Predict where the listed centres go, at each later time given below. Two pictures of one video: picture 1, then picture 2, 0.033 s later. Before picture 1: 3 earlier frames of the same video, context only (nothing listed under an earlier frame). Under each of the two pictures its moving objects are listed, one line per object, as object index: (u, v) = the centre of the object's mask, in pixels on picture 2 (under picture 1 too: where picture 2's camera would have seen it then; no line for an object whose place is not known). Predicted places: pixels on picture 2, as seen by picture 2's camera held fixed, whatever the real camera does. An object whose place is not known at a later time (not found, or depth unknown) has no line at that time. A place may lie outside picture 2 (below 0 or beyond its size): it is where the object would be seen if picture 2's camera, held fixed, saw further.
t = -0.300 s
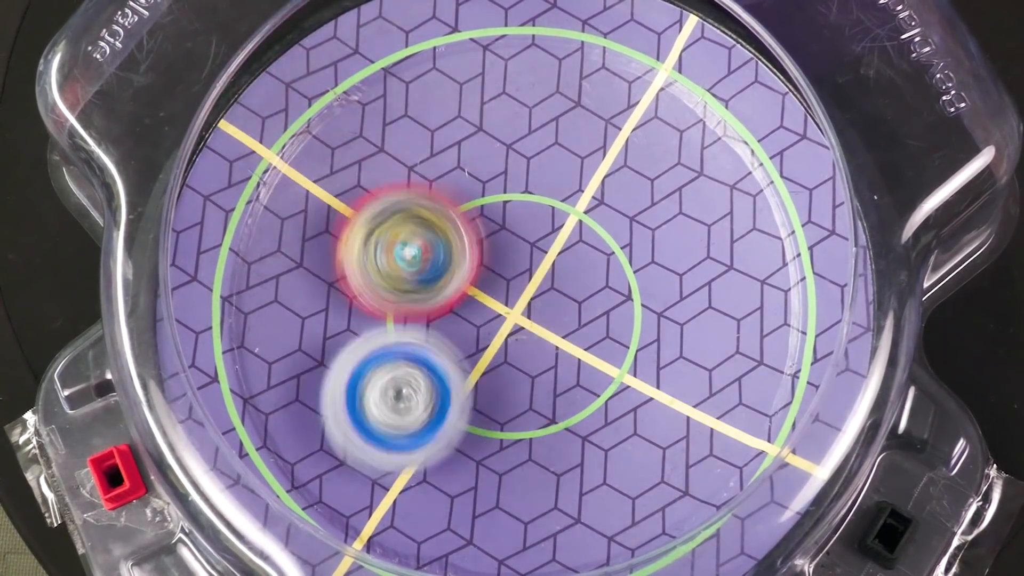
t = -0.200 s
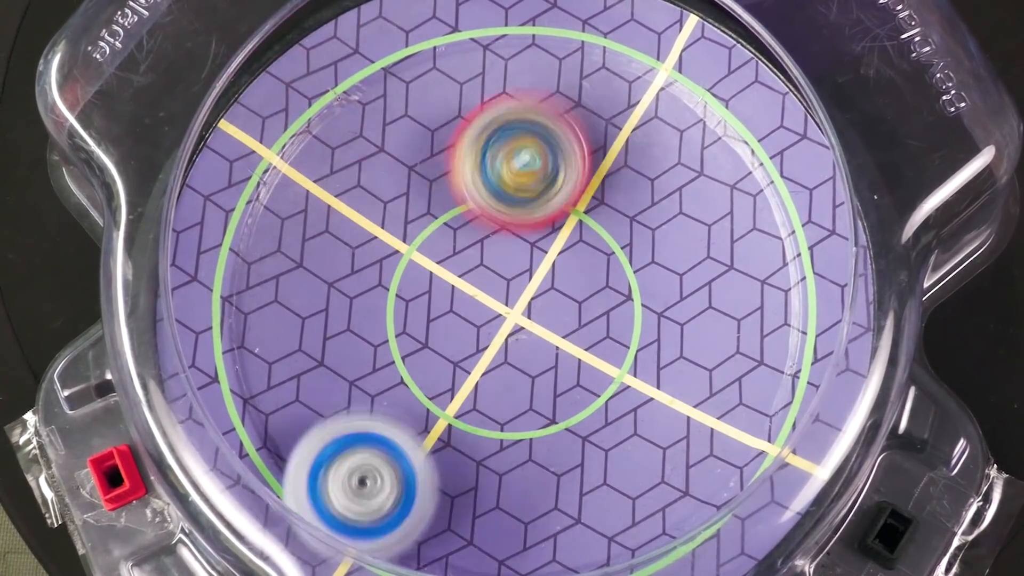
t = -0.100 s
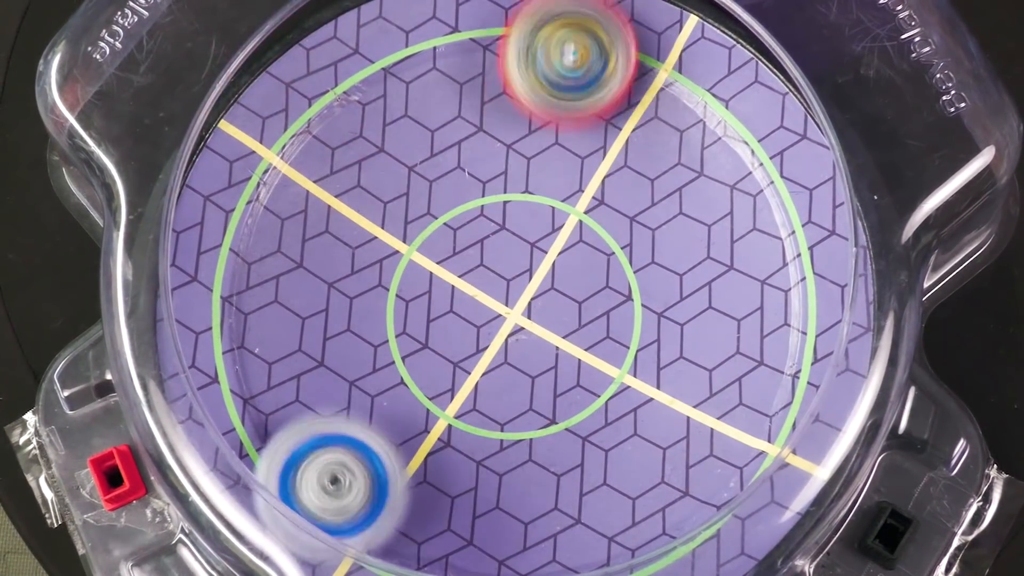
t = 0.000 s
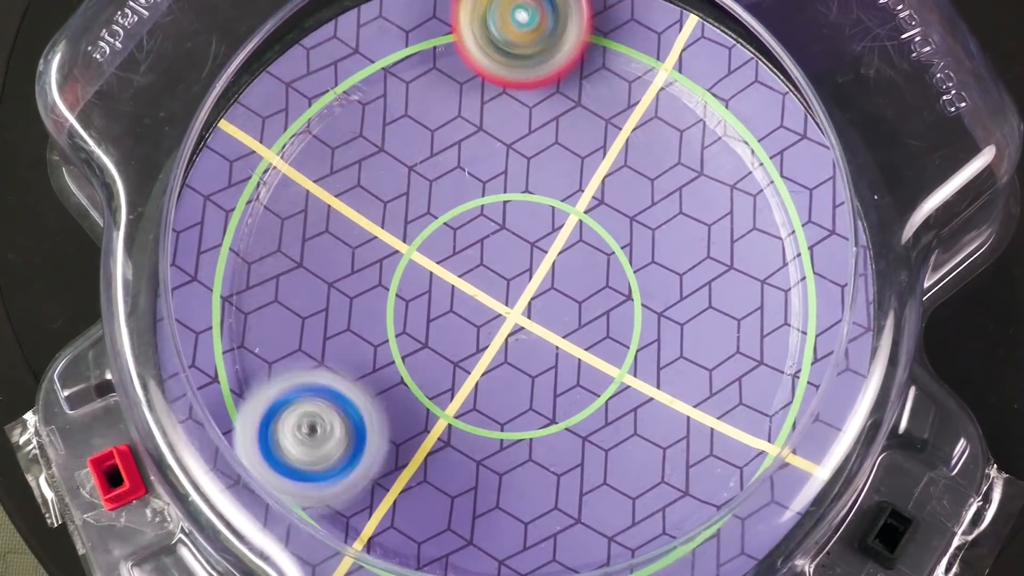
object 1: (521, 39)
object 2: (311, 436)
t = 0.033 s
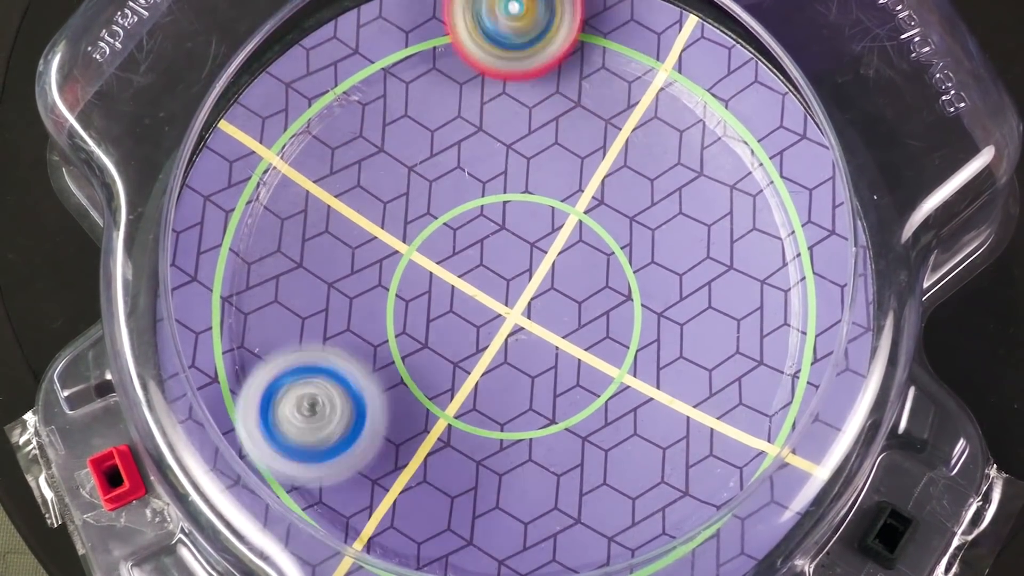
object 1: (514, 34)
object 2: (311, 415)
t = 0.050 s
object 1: (513, 32)
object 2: (313, 404)
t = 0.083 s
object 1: (518, 28)
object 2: (324, 380)
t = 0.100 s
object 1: (522, 26)
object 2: (334, 368)
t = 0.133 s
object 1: (530, 26)
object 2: (354, 348)
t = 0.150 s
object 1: (535, 28)
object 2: (366, 339)
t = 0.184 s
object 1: (544, 31)
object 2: (393, 322)
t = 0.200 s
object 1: (549, 32)
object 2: (407, 315)
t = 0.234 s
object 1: (559, 35)
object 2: (435, 303)
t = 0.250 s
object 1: (564, 37)
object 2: (450, 299)
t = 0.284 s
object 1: (573, 40)
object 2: (480, 292)
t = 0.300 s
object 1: (576, 43)
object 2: (493, 289)
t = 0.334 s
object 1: (579, 47)
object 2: (523, 287)
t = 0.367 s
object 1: (575, 55)
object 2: (550, 286)
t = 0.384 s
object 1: (570, 60)
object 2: (560, 287)
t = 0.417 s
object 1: (558, 77)
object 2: (586, 290)
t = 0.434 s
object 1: (554, 89)
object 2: (598, 291)
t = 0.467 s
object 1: (550, 119)
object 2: (617, 296)
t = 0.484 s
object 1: (552, 134)
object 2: (628, 299)
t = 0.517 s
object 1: (560, 167)
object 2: (647, 306)
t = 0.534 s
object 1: (567, 184)
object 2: (656, 310)
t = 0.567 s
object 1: (580, 206)
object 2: (679, 326)
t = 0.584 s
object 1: (587, 212)
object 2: (693, 336)
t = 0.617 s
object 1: (602, 224)
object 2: (711, 350)
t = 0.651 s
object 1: (624, 231)
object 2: (724, 367)
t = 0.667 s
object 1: (634, 232)
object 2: (727, 375)
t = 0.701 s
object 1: (655, 230)
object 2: (734, 390)
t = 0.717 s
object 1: (665, 228)
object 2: (736, 399)
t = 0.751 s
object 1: (682, 218)
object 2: (738, 416)
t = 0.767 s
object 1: (689, 211)
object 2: (737, 423)
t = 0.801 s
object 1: (697, 195)
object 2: (732, 439)
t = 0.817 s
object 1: (698, 185)
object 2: (729, 446)
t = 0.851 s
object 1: (692, 169)
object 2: (714, 457)
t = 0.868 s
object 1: (687, 162)
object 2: (705, 462)
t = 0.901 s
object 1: (665, 153)
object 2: (682, 466)
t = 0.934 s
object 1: (638, 154)
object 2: (659, 465)
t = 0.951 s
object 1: (625, 159)
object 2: (646, 461)
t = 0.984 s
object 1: (598, 177)
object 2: (620, 448)
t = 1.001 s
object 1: (586, 190)
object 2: (609, 440)
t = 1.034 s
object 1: (567, 218)
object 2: (588, 419)
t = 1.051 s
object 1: (560, 235)
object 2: (579, 407)
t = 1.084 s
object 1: (551, 255)
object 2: (563, 408)
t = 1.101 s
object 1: (553, 241)
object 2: (552, 441)
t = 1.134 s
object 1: (554, 210)
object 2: (527, 512)
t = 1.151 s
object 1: (554, 198)
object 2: (515, 524)
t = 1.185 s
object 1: (554, 191)
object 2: (494, 545)
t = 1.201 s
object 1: (553, 191)
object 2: (483, 548)
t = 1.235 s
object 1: (552, 202)
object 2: (464, 558)
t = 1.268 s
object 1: (556, 219)
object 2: (440, 562)
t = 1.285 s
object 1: (559, 228)
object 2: (431, 564)
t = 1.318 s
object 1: (569, 245)
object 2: (405, 564)
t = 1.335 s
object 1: (575, 251)
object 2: (399, 562)
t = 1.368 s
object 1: (592, 264)
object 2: (381, 556)
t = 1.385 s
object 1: (600, 267)
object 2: (374, 553)
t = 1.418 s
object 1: (616, 269)
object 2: (362, 546)
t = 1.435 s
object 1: (625, 268)
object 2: (357, 542)
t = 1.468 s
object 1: (636, 264)
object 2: (345, 533)
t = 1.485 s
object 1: (641, 261)
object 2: (340, 528)
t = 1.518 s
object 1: (648, 251)
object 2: (329, 516)
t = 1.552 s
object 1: (649, 242)
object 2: (319, 499)
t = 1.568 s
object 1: (646, 239)
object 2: (313, 489)
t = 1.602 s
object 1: (638, 233)
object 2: (309, 467)
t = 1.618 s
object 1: (631, 231)
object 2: (311, 449)
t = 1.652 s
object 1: (614, 231)
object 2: (316, 418)
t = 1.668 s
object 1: (606, 233)
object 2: (320, 403)
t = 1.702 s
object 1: (589, 242)
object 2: (329, 374)
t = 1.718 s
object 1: (581, 248)
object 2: (336, 359)
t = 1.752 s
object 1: (566, 266)
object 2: (352, 332)
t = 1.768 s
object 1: (561, 276)
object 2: (361, 317)
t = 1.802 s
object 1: (556, 299)
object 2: (379, 294)
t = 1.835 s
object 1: (557, 320)
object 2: (399, 273)
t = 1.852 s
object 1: (561, 330)
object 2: (409, 264)
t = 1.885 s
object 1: (572, 349)
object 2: (429, 245)
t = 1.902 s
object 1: (578, 356)
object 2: (439, 236)
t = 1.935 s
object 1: (594, 365)
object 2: (459, 220)
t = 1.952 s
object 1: (602, 367)
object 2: (469, 212)
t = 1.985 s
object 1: (621, 365)
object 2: (489, 200)
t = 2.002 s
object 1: (628, 362)
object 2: (500, 194)
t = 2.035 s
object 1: (640, 349)
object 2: (519, 181)
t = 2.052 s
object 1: (643, 341)
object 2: (531, 175)
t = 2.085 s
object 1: (643, 325)
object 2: (552, 165)
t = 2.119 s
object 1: (634, 307)
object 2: (574, 158)
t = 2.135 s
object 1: (627, 299)
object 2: (583, 154)
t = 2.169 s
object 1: (611, 289)
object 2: (604, 148)
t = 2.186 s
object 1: (597, 285)
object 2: (614, 143)
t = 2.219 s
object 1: (569, 303)
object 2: (634, 116)
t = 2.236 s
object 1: (559, 312)
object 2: (644, 101)
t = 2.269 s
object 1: (538, 331)
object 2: (660, 82)
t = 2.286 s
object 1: (530, 341)
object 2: (666, 76)
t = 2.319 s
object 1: (516, 364)
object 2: (675, 75)
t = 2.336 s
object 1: (512, 374)
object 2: (678, 78)
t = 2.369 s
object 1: (506, 397)
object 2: (679, 93)
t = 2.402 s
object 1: (509, 417)
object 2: (675, 111)
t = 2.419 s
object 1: (512, 428)
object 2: (672, 121)
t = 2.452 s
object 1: (522, 444)
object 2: (665, 139)
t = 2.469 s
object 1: (529, 450)
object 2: (660, 148)
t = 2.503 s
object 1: (548, 456)
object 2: (651, 164)
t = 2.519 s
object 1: (558, 456)
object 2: (645, 172)
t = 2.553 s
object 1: (576, 447)
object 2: (633, 185)
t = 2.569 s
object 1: (583, 440)
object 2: (626, 191)
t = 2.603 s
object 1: (593, 421)
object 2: (611, 201)
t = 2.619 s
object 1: (594, 409)
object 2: (603, 205)
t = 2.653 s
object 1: (591, 384)
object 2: (585, 212)
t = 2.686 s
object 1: (580, 360)
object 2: (567, 218)
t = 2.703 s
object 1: (572, 360)
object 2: (557, 215)
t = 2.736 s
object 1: (562, 377)
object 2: (535, 189)
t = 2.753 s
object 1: (559, 386)
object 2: (524, 178)
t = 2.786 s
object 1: (552, 404)
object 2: (508, 162)
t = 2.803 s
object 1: (550, 413)
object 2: (499, 155)
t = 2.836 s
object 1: (550, 429)
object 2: (484, 144)
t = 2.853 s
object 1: (552, 438)
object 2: (477, 139)
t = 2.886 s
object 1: (558, 454)
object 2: (464, 129)
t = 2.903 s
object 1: (563, 460)
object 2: (457, 124)
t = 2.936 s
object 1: (575, 467)
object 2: (446, 116)
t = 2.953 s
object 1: (582, 467)
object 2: (439, 112)
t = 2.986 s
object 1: (594, 463)
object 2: (427, 104)
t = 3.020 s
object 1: (601, 451)
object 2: (415, 98)
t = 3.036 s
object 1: (602, 443)
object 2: (410, 95)
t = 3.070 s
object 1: (601, 424)
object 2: (399, 91)
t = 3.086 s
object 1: (597, 414)
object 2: (395, 88)
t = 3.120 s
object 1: (584, 393)
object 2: (387, 85)
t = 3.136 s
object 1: (576, 384)
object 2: (384, 84)
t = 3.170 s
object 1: (556, 369)
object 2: (377, 83)
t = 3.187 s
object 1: (545, 362)
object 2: (376, 84)
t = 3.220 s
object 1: (520, 352)
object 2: (378, 89)
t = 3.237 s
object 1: (507, 348)
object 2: (379, 92)
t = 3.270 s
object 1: (481, 343)
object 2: (380, 101)
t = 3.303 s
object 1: (456, 341)
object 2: (381, 114)
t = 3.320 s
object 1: (443, 342)
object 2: (380, 122)
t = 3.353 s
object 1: (419, 344)
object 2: (379, 140)
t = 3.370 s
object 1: (409, 345)
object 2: (379, 148)
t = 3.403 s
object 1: (389, 354)
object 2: (377, 167)
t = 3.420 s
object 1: (379, 359)
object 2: (376, 176)
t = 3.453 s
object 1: (364, 371)
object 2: (376, 195)
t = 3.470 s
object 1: (359, 379)
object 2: (376, 205)
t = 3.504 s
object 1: (353, 394)
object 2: (375, 223)
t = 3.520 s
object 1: (353, 401)
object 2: (376, 233)
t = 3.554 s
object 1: (360, 415)
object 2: (375, 251)
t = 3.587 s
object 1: (376, 422)
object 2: (376, 270)
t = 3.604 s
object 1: (386, 424)
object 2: (377, 278)
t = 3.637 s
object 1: (401, 436)
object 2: (379, 275)
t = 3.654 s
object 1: (410, 448)
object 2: (383, 262)
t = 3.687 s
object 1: (425, 457)
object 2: (392, 240)
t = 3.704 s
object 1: (436, 457)
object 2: (399, 231)
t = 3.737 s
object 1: (458, 451)
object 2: (414, 220)
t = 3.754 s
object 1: (468, 446)
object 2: (423, 215)
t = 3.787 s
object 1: (483, 432)
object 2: (440, 212)
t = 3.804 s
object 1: (490, 422)
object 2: (450, 213)
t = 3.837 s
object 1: (501, 401)
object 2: (470, 214)
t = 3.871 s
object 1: (506, 380)
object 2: (488, 218)
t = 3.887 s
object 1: (508, 368)
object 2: (499, 221)
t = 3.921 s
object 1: (504, 359)
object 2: (518, 212)
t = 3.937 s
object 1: (496, 367)
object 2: (532, 193)
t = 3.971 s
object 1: (482, 375)
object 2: (563, 154)
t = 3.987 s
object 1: (476, 376)
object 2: (577, 139)
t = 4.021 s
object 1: (462, 375)
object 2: (601, 114)
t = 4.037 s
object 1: (455, 375)
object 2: (611, 106)
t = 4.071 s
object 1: (442, 377)
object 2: (628, 94)
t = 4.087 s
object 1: (437, 378)
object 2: (637, 91)
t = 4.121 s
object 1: (428, 378)
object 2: (655, 88)
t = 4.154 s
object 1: (422, 378)
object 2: (671, 89)
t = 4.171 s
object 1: (419, 378)
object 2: (676, 91)
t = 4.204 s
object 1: (417, 376)
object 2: (685, 99)
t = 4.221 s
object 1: (417, 374)
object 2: (690, 105)
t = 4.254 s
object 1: (417, 371)
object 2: (697, 119)
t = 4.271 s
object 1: (417, 368)
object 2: (699, 125)
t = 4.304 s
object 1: (419, 362)
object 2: (702, 141)
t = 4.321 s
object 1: (421, 360)
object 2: (702, 148)
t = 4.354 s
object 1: (424, 351)
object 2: (703, 160)
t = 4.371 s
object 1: (424, 347)
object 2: (704, 167)
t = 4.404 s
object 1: (428, 336)
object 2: (703, 183)
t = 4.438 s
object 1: (431, 325)
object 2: (696, 198)
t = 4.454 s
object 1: (432, 316)
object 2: (691, 205)
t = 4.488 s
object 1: (434, 302)
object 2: (677, 218)
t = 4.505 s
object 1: (435, 296)
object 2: (669, 225)
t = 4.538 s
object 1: (434, 280)
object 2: (650, 237)
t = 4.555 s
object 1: (434, 274)
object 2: (640, 243)
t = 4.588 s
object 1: (432, 260)
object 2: (619, 252)
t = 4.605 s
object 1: (432, 253)
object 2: (609, 255)
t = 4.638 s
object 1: (429, 241)
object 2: (588, 261)
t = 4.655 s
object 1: (428, 235)
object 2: (578, 263)
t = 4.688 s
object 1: (424, 225)
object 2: (560, 267)
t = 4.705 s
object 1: (420, 219)
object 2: (552, 268)
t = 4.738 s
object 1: (407, 211)
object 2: (539, 270)
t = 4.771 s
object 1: (392, 206)
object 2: (524, 272)
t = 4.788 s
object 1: (383, 205)
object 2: (515, 272)
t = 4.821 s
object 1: (370, 204)
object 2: (498, 272)
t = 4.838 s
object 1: (362, 204)
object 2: (491, 272)
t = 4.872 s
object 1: (348, 207)
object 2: (478, 273)
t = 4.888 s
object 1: (333, 208)
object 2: (482, 274)
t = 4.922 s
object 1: (314, 214)
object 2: (488, 280)
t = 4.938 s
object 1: (308, 219)
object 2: (490, 282)
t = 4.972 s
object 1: (297, 233)
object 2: (491, 287)
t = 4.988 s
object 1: (294, 240)
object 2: (491, 290)
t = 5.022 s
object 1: (293, 257)
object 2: (486, 298)
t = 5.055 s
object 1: (299, 272)
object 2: (481, 305)
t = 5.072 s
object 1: (305, 280)
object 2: (477, 308)
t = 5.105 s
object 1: (319, 293)
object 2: (470, 314)
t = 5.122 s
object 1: (324, 298)
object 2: (469, 316)
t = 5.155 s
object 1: (300, 304)
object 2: (509, 317)
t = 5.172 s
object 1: (291, 307)
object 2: (531, 318)
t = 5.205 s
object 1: (284, 316)
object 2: (567, 317)
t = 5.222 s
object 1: (282, 323)
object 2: (587, 319)
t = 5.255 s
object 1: (280, 336)
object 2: (611, 317)
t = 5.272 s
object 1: (282, 343)
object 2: (625, 317)
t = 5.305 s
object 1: (290, 354)
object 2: (639, 315)
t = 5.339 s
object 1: (304, 365)
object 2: (652, 318)
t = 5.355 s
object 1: (312, 367)
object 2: (657, 317)
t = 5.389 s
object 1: (333, 370)
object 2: (668, 321)
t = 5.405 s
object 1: (343, 370)
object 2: (672, 320)
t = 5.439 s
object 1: (364, 367)
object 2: (681, 322)
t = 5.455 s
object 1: (374, 366)
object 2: (684, 320)
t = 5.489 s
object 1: (391, 360)
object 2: (693, 321)
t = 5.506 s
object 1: (402, 356)
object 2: (697, 317)
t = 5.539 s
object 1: (421, 349)
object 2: (704, 318)
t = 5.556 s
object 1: (431, 346)
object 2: (707, 314)
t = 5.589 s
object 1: (449, 337)
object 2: (713, 312)
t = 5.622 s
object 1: (467, 327)
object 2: (718, 306)
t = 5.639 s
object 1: (476, 322)
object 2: (717, 304)
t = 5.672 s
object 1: (494, 312)
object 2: (719, 297)
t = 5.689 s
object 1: (503, 306)
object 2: (716, 295)
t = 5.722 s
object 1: (521, 295)
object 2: (712, 288)
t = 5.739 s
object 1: (529, 289)
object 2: (706, 284)
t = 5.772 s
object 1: (545, 278)
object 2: (698, 276)
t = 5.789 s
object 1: (551, 272)
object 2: (694, 272)
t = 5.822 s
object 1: (556, 261)
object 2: (703, 266)
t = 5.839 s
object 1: (561, 253)
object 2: (705, 262)
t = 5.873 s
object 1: (571, 240)
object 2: (711, 257)
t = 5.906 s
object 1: (576, 227)
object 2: (723, 252)
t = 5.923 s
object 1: (578, 219)
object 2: (724, 252)
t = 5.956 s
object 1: (580, 204)
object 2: (734, 253)
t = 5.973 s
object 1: (582, 197)
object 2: (735, 253)
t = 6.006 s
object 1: (584, 184)
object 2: (742, 257)
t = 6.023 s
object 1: (583, 176)
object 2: (739, 258)
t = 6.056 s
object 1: (582, 164)
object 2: (737, 265)
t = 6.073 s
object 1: (579, 158)
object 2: (733, 265)
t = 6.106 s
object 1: (573, 148)
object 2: (723, 270)
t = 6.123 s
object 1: (569, 144)
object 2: (717, 270)
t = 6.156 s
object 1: (556, 140)
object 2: (701, 272)
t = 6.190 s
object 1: (544, 143)
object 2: (683, 272)
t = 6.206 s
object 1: (539, 146)
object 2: (676, 273)
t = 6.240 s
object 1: (529, 155)
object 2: (657, 272)
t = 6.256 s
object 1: (524, 162)
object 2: (649, 272)
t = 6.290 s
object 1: (518, 175)
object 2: (632, 271)
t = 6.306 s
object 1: (515, 182)
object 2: (624, 271)
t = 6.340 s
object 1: (506, 187)
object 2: (617, 282)
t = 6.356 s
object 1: (502, 192)
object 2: (615, 289)
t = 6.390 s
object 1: (494, 202)
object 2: (604, 300)
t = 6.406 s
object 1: (493, 208)
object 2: (600, 304)
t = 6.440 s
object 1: (484, 211)
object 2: (592, 320)
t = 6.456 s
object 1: (480, 214)
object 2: (589, 326)
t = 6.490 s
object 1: (473, 223)
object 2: (577, 335)
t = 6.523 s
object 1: (469, 234)
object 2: (568, 346)
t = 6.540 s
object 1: (467, 240)
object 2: (561, 349)
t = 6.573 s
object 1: (458, 239)
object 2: (563, 369)
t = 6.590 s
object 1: (451, 234)
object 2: (571, 384)
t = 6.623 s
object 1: (436, 227)
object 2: (578, 409)
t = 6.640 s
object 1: (432, 225)
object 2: (584, 421)
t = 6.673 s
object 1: (420, 223)
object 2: (587, 432)
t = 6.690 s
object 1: (415, 221)
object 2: (586, 438)
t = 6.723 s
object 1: (404, 220)
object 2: (586, 446)
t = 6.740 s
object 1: (398, 219)
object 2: (583, 449)
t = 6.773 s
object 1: (389, 219)
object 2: (580, 455)
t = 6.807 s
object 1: (380, 223)
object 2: (581, 460)
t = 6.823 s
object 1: (378, 224)
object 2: (581, 459)
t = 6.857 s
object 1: (376, 231)
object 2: (578, 463)
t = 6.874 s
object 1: (376, 233)
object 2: (581, 465)
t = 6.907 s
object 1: (378, 242)
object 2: (580, 468)
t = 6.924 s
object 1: (381, 244)
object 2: (579, 469)
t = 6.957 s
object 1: (391, 253)
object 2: (581, 470)
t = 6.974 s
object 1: (395, 257)
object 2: (583, 470)
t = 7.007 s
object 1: (405, 261)
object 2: (584, 466)
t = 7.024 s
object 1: (412, 264)
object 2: (587, 465)
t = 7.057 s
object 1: (424, 270)
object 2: (590, 456)
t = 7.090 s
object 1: (434, 272)
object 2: (590, 445)
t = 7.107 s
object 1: (440, 274)
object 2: (589, 440)
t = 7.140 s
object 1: (456, 279)
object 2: (588, 428)
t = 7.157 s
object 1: (460, 281)
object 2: (589, 419)
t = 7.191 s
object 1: (472, 283)
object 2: (587, 406)
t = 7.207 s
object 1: (478, 284)
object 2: (588, 400)
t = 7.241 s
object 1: (492, 289)
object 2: (586, 387)
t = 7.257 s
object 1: (497, 288)
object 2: (588, 387)
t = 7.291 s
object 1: (486, 263)
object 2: (617, 405)
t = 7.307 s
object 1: (479, 251)
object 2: (635, 409)
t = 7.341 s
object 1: (473, 233)
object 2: (656, 417)
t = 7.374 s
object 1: (474, 223)
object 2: (669, 417)
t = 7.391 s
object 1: (475, 221)
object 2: (672, 414)
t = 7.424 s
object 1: (472, 217)
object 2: (678, 410)
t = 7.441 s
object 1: (470, 213)
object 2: (677, 411)
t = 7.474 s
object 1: (471, 202)
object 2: (679, 405)
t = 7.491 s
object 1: (472, 198)
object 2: (682, 399)
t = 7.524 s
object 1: (473, 195)
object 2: (679, 393)
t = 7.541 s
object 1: (473, 192)
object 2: (677, 387)
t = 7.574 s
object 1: (476, 184)
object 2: (672, 378)
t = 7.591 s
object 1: (479, 181)
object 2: (666, 377)
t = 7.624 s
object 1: (480, 179)
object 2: (659, 367)
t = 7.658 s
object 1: (485, 177)
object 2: (650, 359)
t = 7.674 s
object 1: (486, 177)
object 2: (646, 358)
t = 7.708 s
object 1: (489, 178)
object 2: (635, 351)
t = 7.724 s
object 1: (493, 179)
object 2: (631, 346)
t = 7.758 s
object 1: (496, 183)
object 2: (620, 342)
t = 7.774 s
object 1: (497, 183)
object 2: (612, 339)
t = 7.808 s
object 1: (504, 188)
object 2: (600, 334)
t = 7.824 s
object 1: (508, 191)
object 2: (594, 334)
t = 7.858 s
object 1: (513, 198)
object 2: (581, 327)
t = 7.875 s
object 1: (515, 200)
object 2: (573, 324)
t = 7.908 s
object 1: (519, 201)
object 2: (558, 325)
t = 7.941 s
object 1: (527, 203)
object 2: (544, 336)
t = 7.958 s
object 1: (531, 204)
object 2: (539, 343)
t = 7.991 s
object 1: (540, 206)
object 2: (522, 360)
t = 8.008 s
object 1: (542, 206)
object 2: (512, 362)
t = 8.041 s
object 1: (546, 209)
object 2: (495, 374)
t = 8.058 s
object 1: (549, 209)
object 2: (482, 377)
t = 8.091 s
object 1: (555, 213)
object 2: (469, 383)
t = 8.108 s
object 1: (559, 217)
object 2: (459, 386)
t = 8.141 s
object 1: (563, 221)
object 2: (446, 390)
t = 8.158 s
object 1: (564, 224)
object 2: (444, 391)
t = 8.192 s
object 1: (568, 229)
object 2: (434, 391)
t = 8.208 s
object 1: (569, 231)
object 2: (435, 394)
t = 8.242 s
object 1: (572, 238)
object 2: (429, 394)
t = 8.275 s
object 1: (574, 247)
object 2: (424, 394)
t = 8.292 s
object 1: (574, 250)
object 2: (426, 397)
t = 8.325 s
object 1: (574, 256)
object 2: (423, 397)
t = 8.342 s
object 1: (574, 259)
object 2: (425, 399)
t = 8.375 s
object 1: (574, 265)
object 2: (423, 401)
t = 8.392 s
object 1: (575, 269)
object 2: (427, 402)
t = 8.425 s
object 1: (572, 277)
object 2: (430, 406)
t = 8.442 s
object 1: (570, 281)
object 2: (433, 404)
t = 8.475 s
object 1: (566, 288)
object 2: (439, 407)
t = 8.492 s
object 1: (564, 289)
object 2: (442, 403)
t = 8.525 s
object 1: (562, 294)
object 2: (452, 402)
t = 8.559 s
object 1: (558, 300)
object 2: (456, 401)
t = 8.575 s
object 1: (557, 299)
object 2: (459, 397)
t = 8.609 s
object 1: (559, 297)
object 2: (463, 401)
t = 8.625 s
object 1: (556, 297)
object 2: (464, 399)
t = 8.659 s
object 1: (555, 291)
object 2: (469, 406)
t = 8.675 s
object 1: (554, 287)
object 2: (468, 405)
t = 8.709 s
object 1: (551, 280)
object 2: (470, 403)
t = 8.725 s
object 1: (550, 276)
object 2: (468, 400)
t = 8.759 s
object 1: (547, 271)
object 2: (473, 400)
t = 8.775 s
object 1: (546, 268)
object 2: (472, 396)
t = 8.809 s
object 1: (540, 262)
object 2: (476, 394)
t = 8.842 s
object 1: (534, 258)
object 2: (474, 392)
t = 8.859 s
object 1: (532, 255)
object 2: (480, 389)
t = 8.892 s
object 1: (527, 252)
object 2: (480, 381)
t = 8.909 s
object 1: (525, 250)
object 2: (484, 378)
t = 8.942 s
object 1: (522, 240)
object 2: (481, 383)
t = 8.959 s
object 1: (521, 237)
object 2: (485, 382)
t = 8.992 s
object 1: (522, 234)
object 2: (482, 378)
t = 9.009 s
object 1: (521, 233)
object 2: (484, 377)
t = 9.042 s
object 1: (519, 232)
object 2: (481, 374)
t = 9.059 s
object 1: (517, 230)
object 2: (485, 372)
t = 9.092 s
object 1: (515, 225)
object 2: (484, 363)
